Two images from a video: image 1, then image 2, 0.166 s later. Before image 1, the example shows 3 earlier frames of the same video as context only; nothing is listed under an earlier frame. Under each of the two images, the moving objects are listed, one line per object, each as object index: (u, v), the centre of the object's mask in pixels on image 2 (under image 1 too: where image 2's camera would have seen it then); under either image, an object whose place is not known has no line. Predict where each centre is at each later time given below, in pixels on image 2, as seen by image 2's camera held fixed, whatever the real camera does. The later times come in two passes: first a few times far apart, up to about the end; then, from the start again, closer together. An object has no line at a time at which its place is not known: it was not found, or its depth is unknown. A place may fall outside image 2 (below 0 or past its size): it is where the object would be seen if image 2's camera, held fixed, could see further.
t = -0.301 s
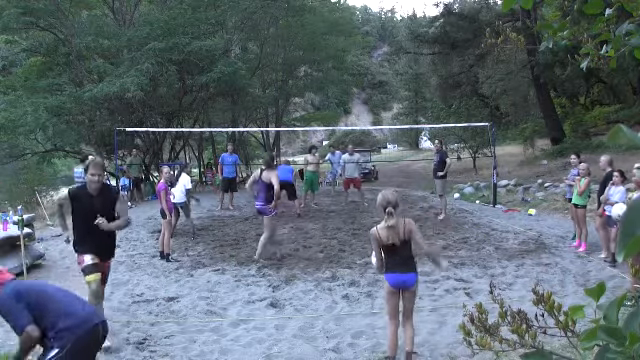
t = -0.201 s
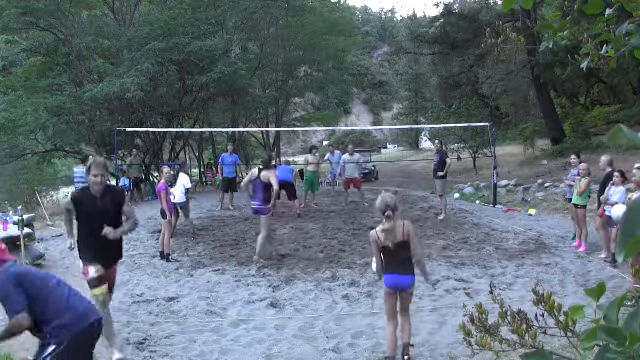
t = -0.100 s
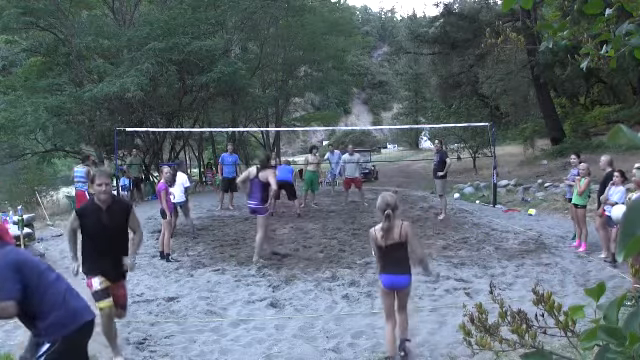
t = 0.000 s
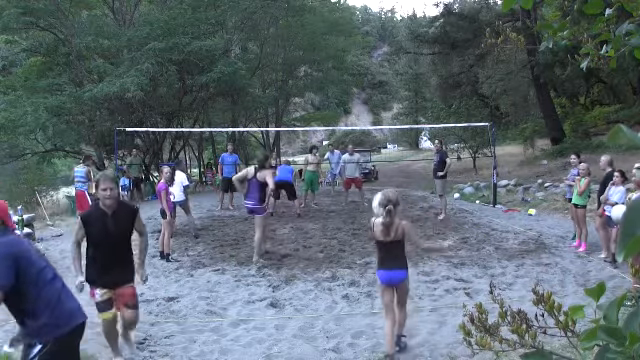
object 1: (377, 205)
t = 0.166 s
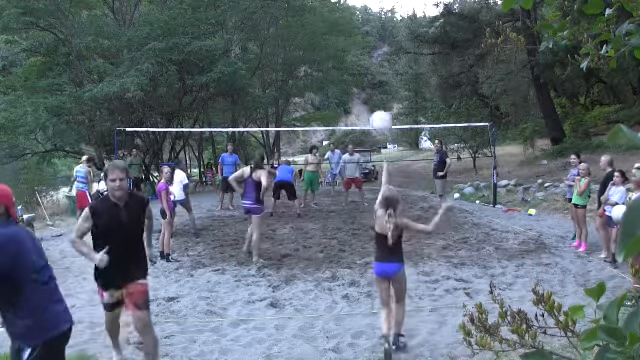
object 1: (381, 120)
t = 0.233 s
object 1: (379, 99)
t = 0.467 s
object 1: (377, 51)
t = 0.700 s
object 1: (377, 61)
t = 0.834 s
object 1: (375, 91)
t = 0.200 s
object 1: (380, 109)
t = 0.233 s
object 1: (379, 99)
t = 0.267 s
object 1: (379, 88)
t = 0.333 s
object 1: (378, 72)
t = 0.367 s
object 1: (378, 65)
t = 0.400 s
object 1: (378, 58)
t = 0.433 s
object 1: (377, 54)
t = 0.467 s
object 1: (377, 51)
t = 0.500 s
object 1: (377, 50)
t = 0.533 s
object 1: (377, 49)
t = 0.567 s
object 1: (378, 49)
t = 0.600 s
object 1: (378, 50)
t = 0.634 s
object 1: (377, 52)
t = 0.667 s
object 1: (377, 55)
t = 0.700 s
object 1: (377, 61)
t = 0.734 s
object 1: (375, 68)
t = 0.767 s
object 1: (375, 75)
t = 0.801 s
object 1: (375, 83)
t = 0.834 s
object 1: (375, 91)
